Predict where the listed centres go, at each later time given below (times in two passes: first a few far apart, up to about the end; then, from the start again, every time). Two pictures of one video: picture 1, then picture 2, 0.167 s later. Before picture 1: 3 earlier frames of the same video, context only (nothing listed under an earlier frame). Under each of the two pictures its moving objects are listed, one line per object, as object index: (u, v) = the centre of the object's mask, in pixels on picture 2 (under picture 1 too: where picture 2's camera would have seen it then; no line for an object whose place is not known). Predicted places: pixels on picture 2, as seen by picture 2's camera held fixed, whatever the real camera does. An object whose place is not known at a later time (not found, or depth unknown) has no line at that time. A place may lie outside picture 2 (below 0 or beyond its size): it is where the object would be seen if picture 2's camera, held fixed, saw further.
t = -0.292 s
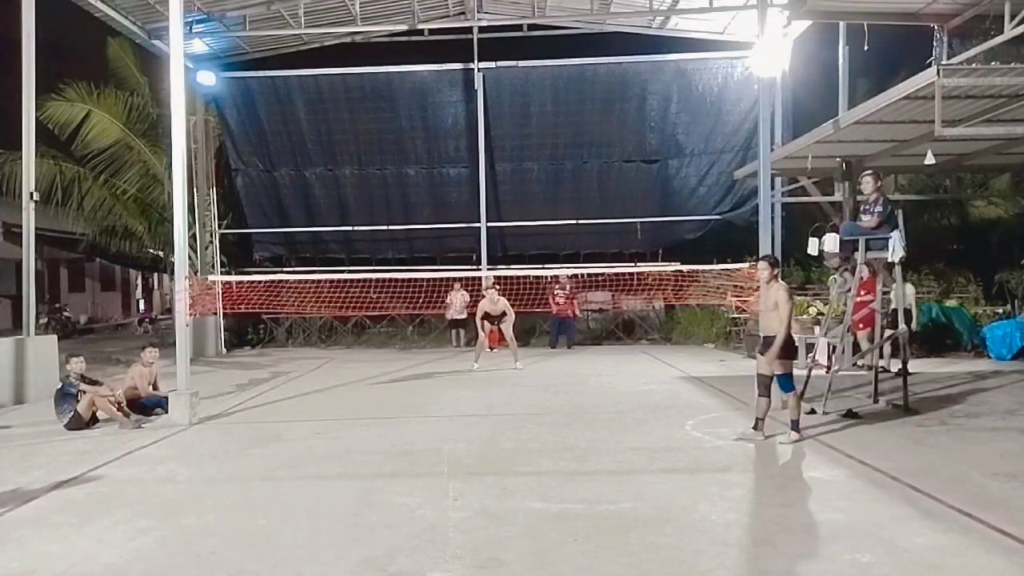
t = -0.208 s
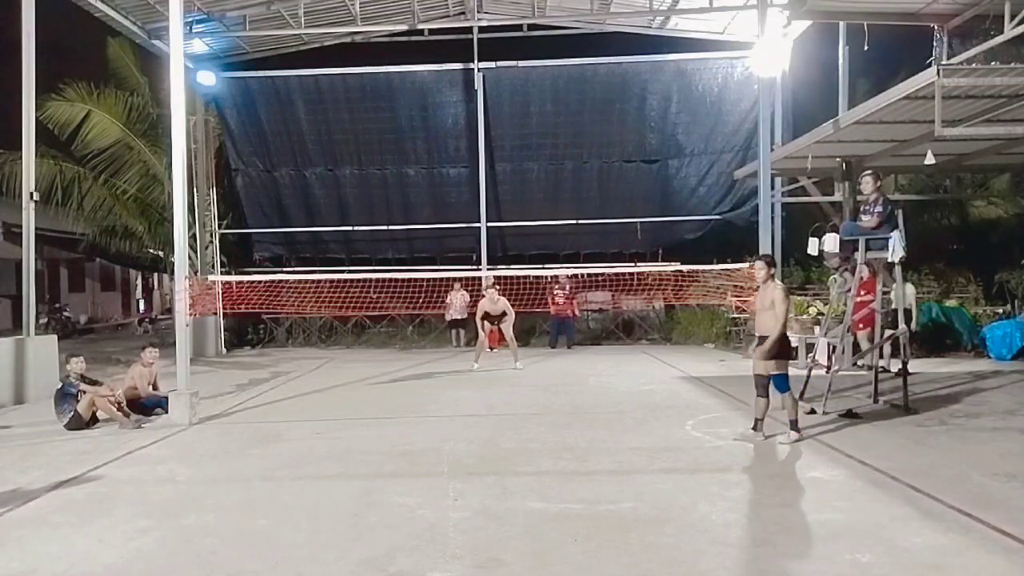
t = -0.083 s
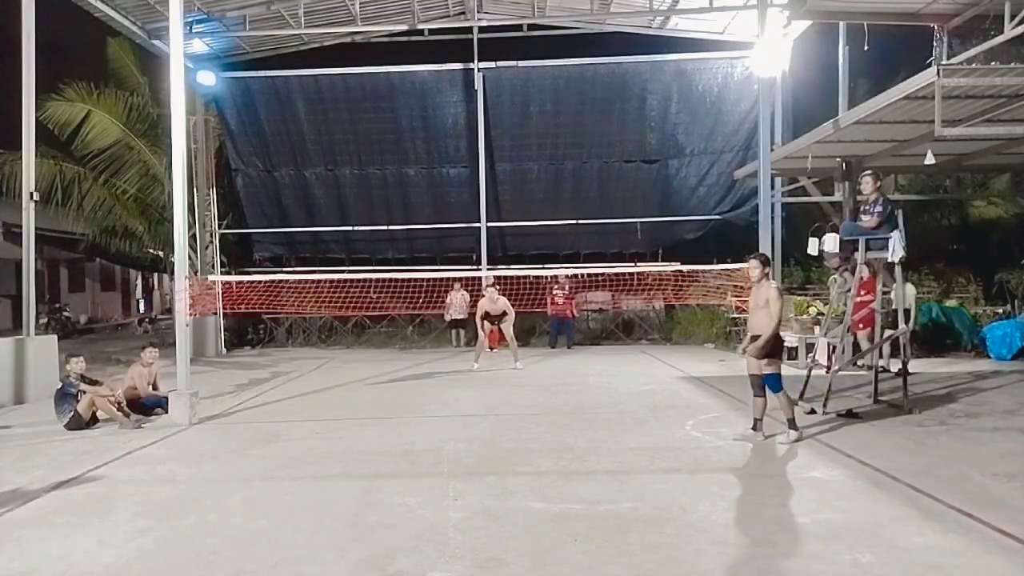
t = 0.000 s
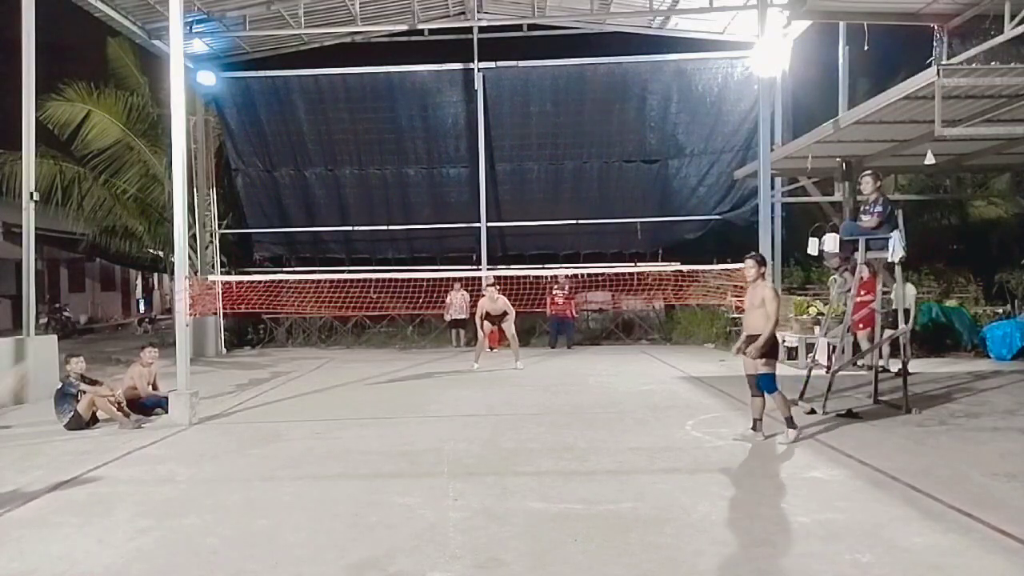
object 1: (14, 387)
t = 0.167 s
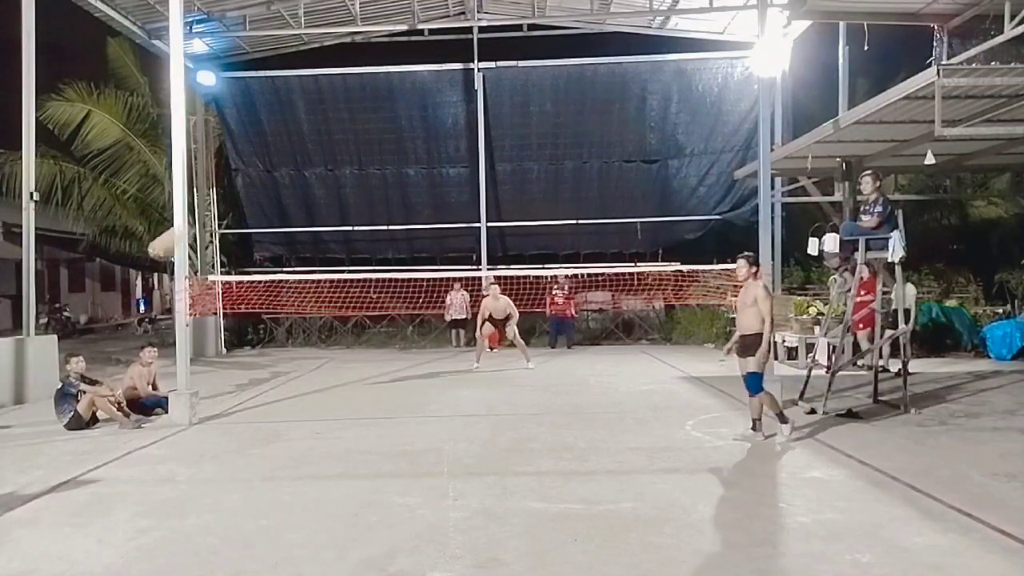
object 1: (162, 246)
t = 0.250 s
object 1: (220, 210)
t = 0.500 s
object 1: (300, 198)
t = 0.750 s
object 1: (344, 238)
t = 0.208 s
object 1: (199, 222)
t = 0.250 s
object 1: (220, 210)
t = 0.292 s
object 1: (238, 202)
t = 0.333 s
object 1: (254, 196)
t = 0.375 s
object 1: (267, 194)
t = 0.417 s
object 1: (279, 194)
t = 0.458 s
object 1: (290, 195)
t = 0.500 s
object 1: (300, 198)
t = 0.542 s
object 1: (309, 202)
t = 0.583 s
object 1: (318, 208)
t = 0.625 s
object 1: (325, 214)
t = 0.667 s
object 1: (331, 220)
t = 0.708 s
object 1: (338, 228)
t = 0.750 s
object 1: (344, 238)
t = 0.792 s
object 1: (349, 247)
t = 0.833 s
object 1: (354, 256)
